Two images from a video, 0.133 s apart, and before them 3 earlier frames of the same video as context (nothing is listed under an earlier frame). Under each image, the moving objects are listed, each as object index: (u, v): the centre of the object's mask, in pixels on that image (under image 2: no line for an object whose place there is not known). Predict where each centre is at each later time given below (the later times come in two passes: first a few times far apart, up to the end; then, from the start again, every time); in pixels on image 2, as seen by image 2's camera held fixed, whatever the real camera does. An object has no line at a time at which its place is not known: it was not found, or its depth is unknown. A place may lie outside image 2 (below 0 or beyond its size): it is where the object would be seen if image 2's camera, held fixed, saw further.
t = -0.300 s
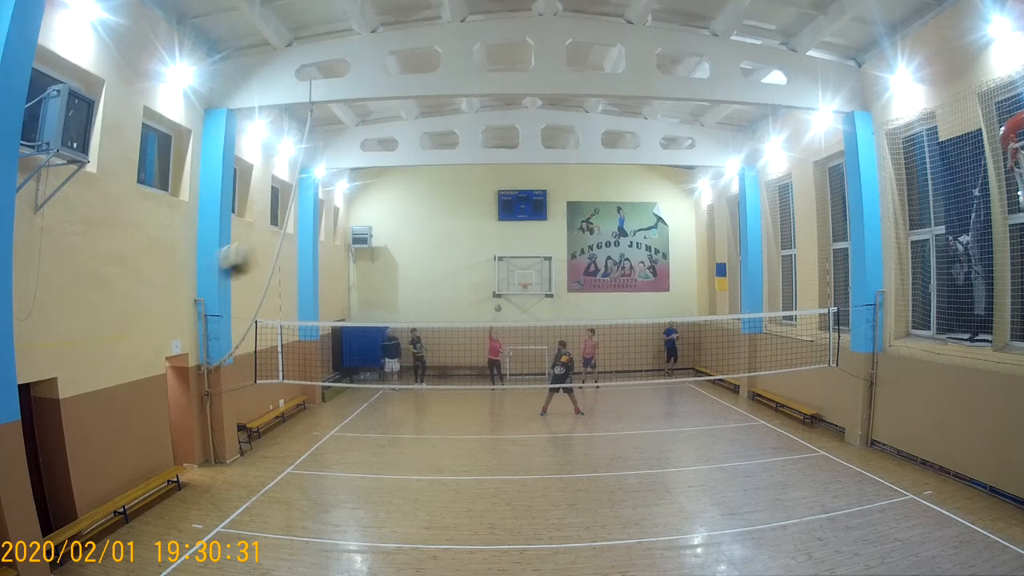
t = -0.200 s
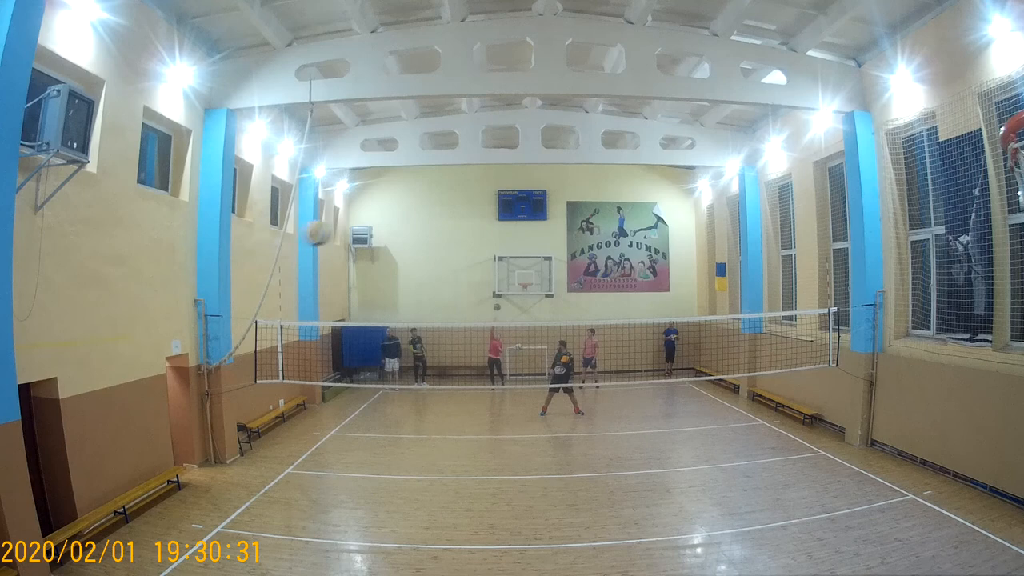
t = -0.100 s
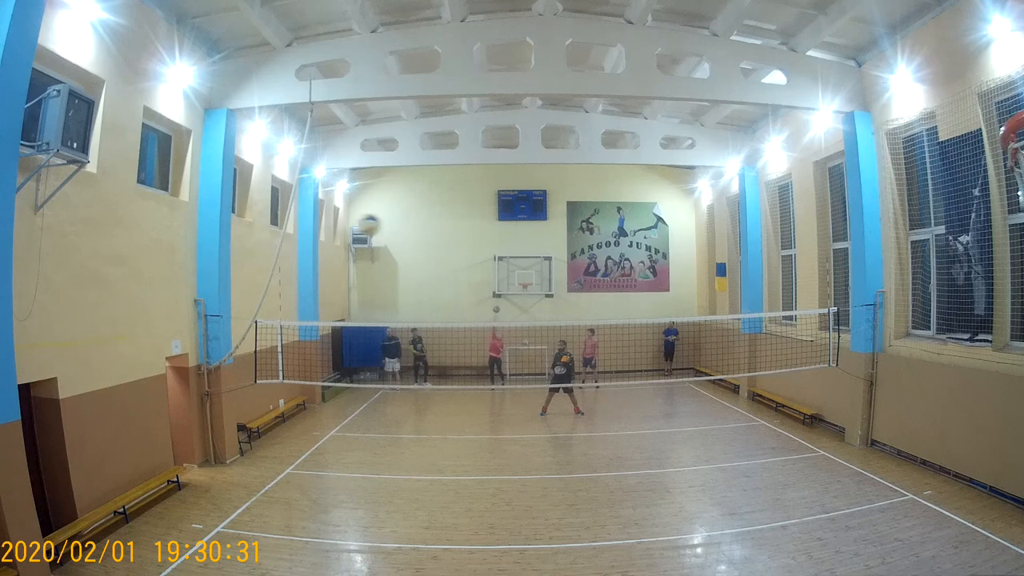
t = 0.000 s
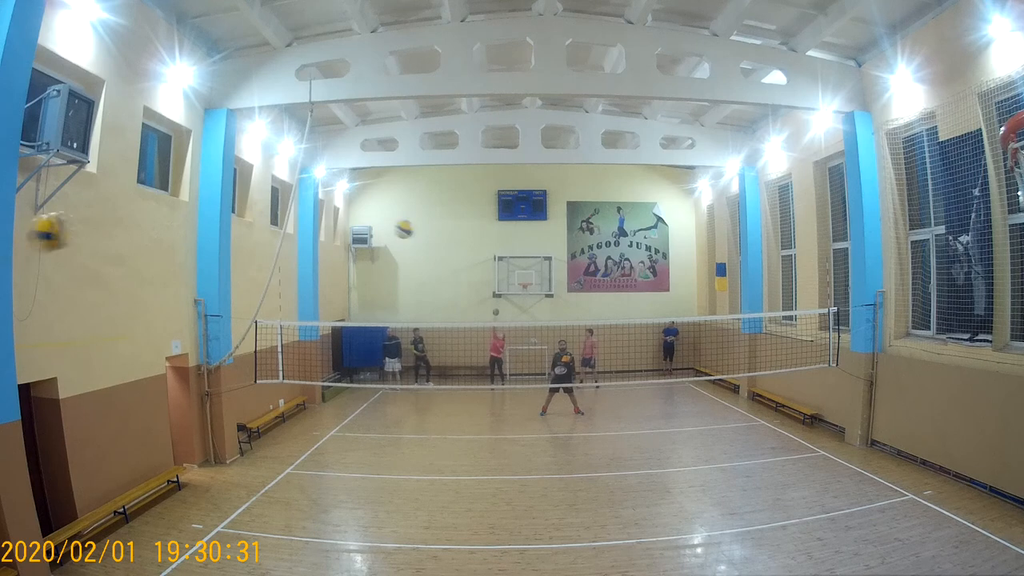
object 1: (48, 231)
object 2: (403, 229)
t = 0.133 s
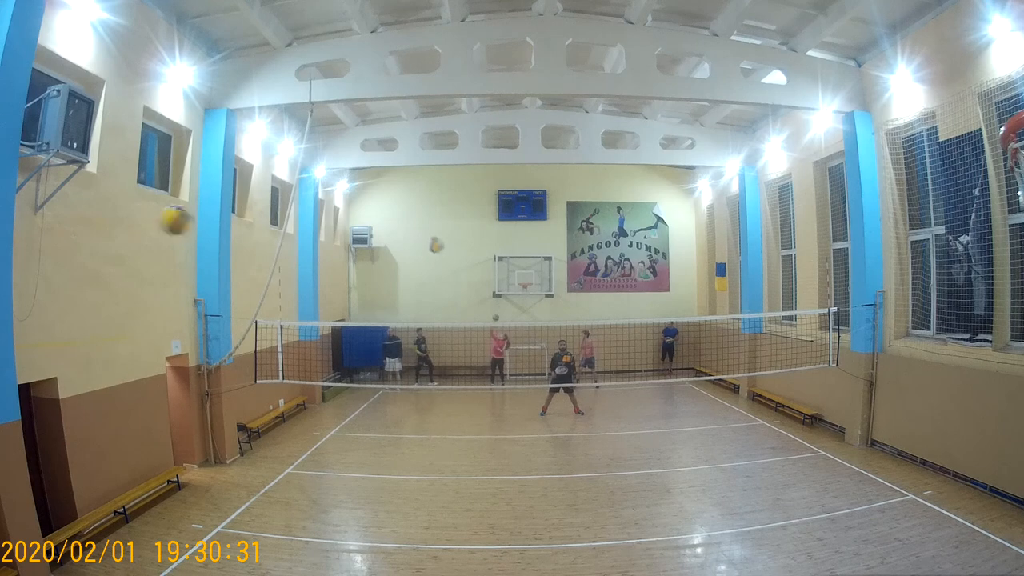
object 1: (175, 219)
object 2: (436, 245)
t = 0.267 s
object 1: (259, 232)
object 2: (458, 266)
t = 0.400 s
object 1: (321, 258)
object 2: (475, 293)
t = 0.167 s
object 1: (197, 221)
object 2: (442, 249)
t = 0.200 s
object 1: (221, 224)
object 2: (448, 255)
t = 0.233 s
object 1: (242, 227)
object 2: (453, 261)
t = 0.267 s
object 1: (259, 232)
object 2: (458, 266)
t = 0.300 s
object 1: (276, 237)
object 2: (463, 273)
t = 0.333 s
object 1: (293, 244)
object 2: (467, 279)
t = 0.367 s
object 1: (307, 250)
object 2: (471, 285)
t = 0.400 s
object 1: (321, 258)
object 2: (475, 293)
